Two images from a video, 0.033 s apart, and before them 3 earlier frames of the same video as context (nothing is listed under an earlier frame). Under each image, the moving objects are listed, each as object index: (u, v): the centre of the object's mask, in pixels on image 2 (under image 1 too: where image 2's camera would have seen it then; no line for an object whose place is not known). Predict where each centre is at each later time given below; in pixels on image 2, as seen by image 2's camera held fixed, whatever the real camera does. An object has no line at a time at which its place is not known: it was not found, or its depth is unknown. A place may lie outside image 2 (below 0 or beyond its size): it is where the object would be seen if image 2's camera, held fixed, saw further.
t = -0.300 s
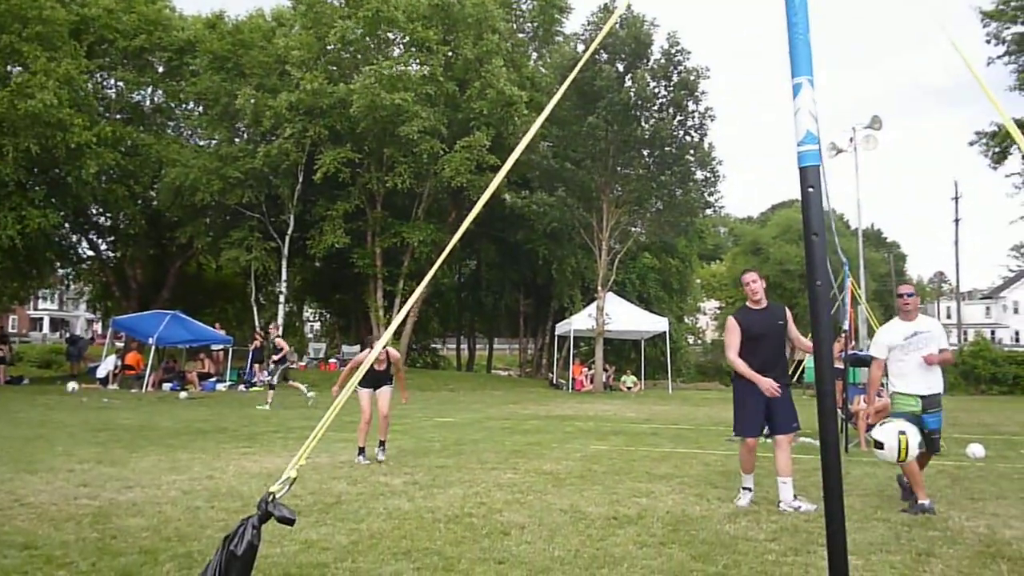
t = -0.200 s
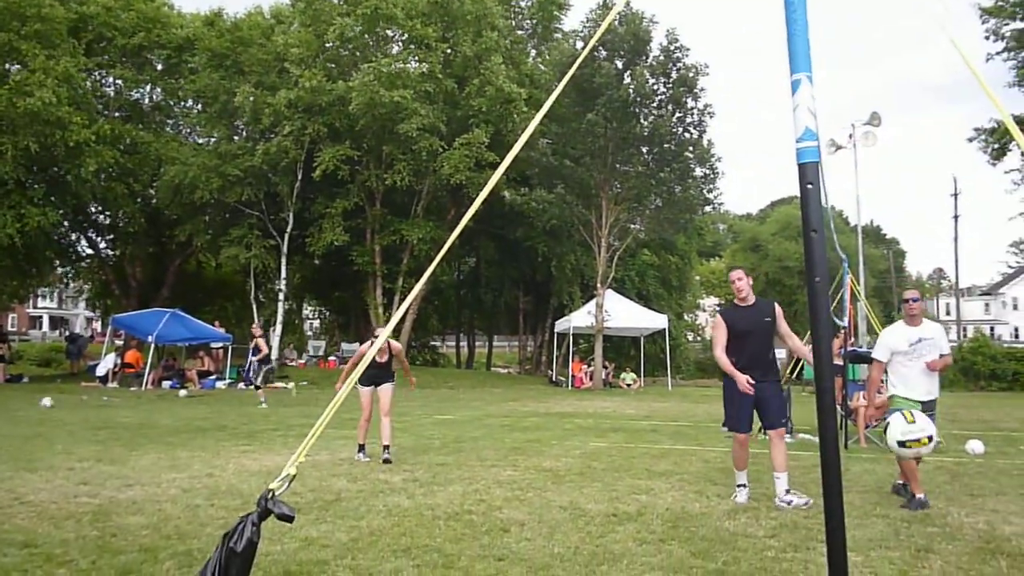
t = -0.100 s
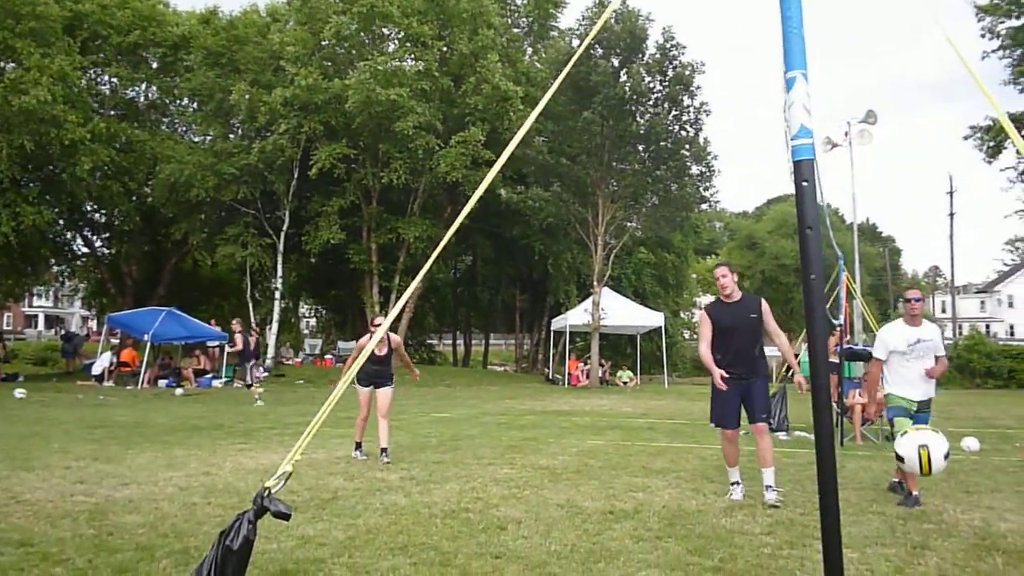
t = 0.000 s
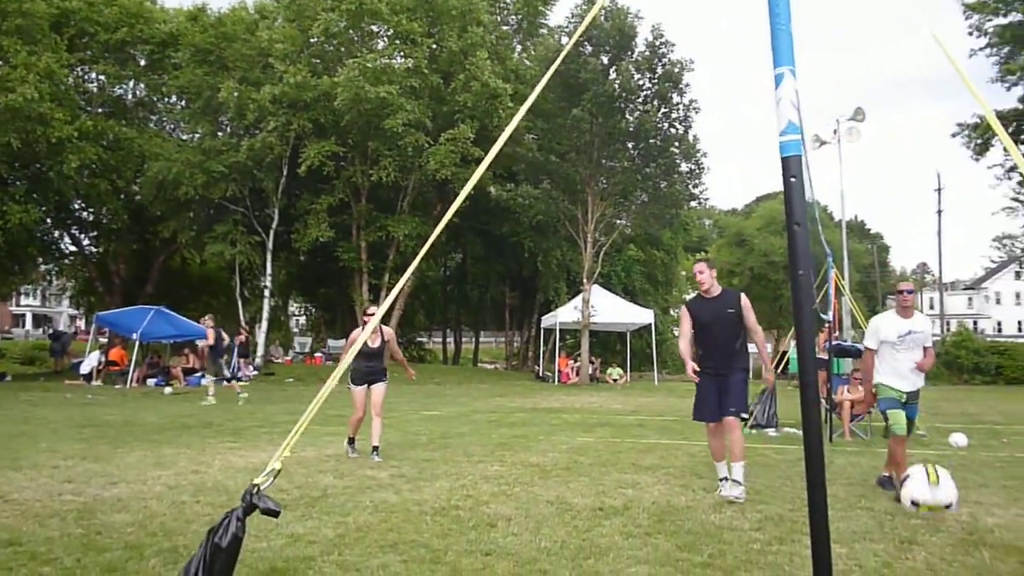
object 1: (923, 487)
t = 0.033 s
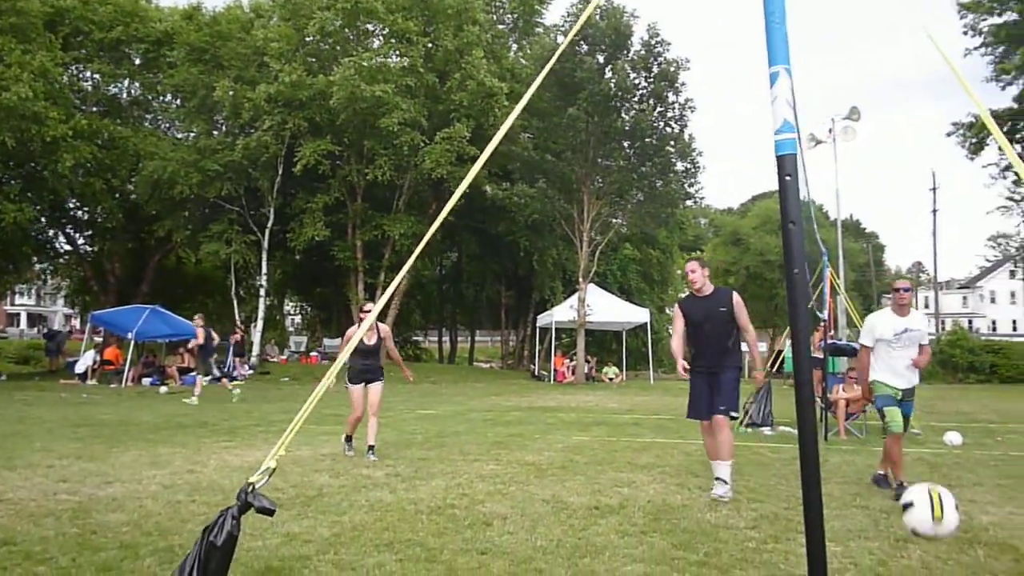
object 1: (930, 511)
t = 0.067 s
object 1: (937, 536)
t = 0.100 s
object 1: (942, 560)
